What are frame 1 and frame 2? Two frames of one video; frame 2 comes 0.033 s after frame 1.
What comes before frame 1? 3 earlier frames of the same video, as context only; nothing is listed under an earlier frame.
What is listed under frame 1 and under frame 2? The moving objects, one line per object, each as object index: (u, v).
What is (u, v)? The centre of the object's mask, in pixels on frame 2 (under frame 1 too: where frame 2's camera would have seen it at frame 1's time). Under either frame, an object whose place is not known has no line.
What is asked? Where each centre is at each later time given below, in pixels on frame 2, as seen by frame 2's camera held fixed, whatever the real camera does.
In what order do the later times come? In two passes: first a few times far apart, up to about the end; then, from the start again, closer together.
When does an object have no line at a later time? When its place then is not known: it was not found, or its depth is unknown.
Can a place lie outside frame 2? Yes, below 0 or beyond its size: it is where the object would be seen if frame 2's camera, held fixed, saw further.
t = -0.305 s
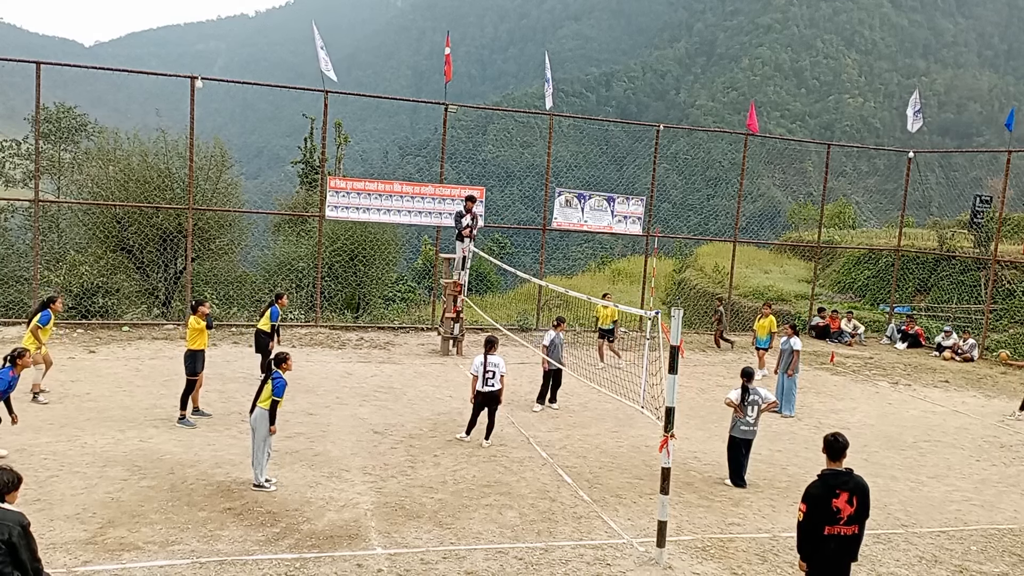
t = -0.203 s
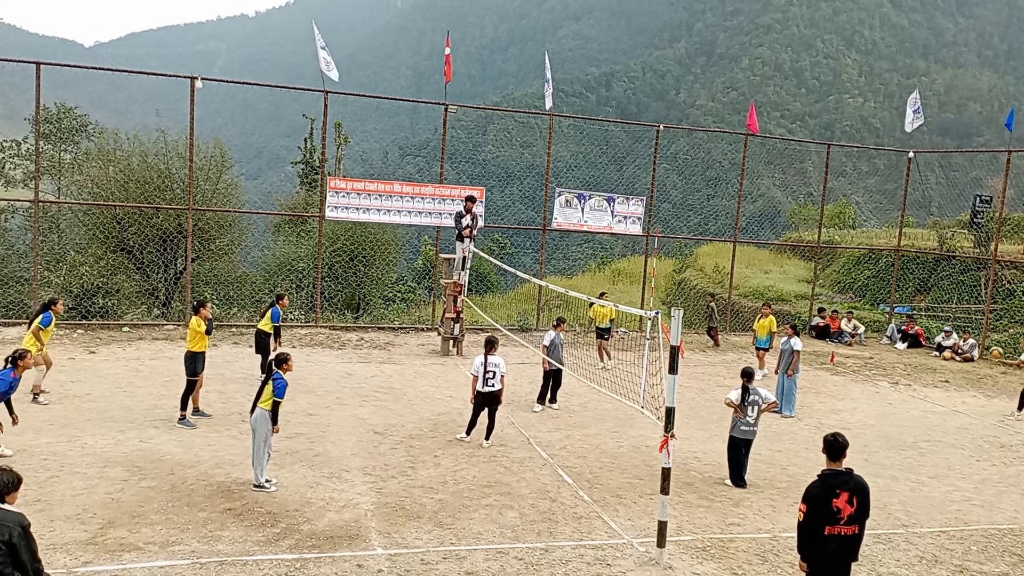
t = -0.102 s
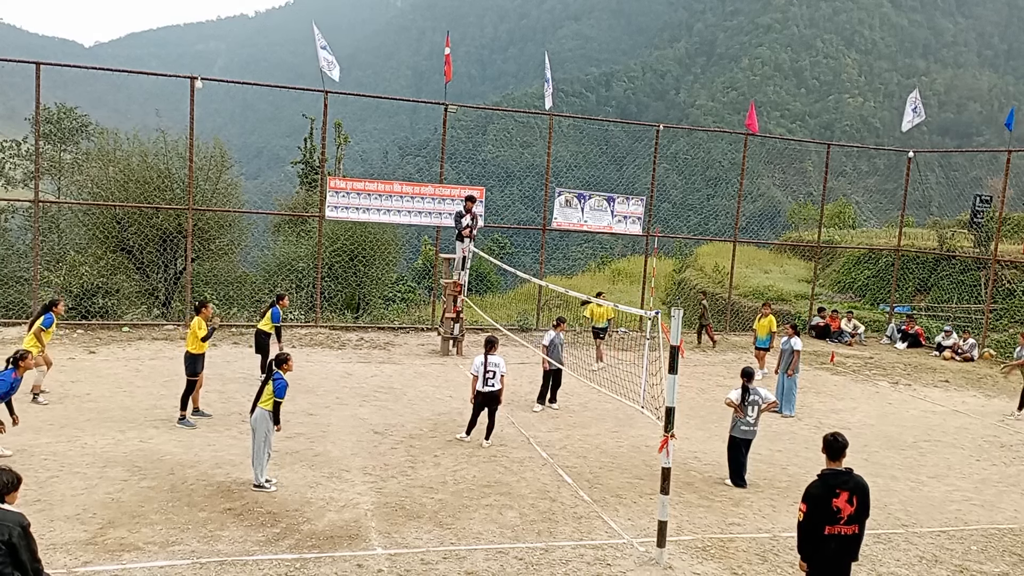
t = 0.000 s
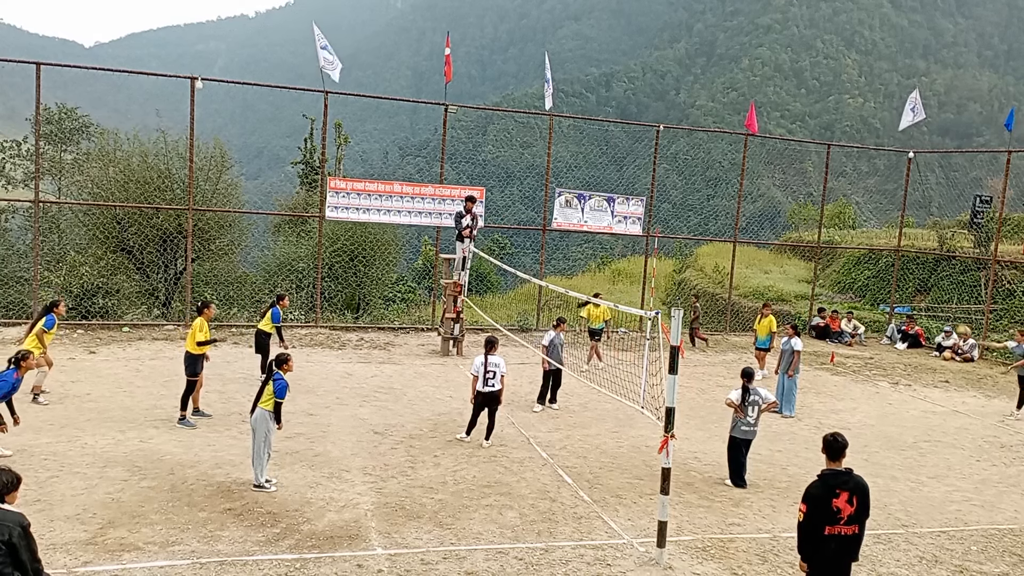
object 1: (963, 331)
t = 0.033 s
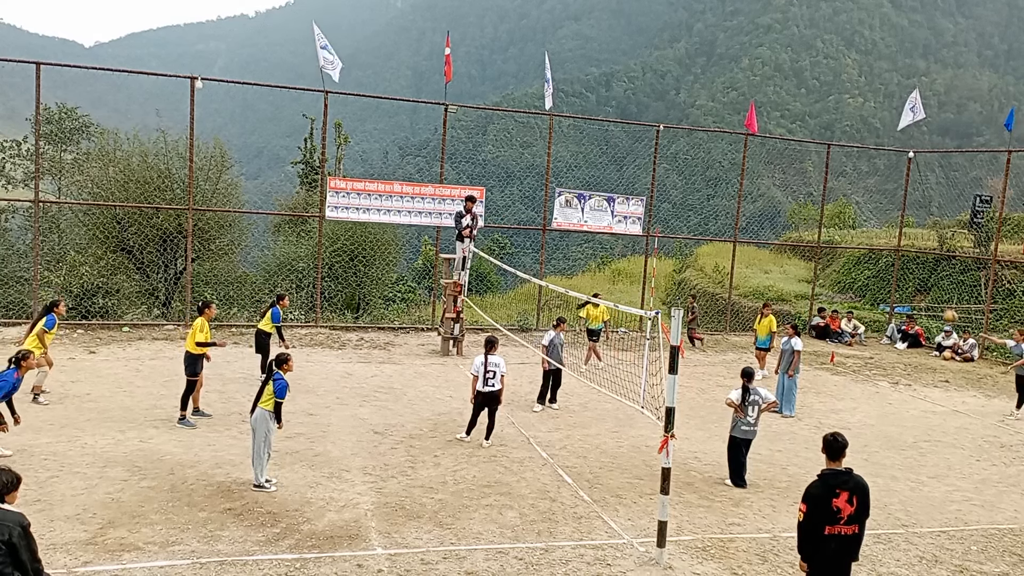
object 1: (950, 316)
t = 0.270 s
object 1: (854, 225)
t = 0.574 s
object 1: (718, 151)
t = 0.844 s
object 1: (587, 127)
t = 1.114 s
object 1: (451, 151)
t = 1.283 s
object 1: (362, 193)
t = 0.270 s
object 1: (854, 225)
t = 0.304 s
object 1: (840, 215)
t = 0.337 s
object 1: (824, 204)
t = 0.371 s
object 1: (809, 195)
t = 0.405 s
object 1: (795, 186)
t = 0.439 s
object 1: (780, 178)
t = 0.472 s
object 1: (765, 170)
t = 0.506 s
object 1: (749, 163)
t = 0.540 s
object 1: (733, 156)
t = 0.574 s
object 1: (718, 151)
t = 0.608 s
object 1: (702, 145)
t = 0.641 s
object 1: (686, 141)
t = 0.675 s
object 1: (670, 136)
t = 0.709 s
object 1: (654, 133)
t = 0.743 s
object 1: (637, 130)
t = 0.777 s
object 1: (621, 129)
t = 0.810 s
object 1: (604, 127)
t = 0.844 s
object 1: (587, 127)
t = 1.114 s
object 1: (451, 151)
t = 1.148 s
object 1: (434, 158)
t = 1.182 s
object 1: (416, 166)
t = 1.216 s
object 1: (398, 173)
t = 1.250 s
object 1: (380, 182)
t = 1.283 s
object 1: (362, 193)
